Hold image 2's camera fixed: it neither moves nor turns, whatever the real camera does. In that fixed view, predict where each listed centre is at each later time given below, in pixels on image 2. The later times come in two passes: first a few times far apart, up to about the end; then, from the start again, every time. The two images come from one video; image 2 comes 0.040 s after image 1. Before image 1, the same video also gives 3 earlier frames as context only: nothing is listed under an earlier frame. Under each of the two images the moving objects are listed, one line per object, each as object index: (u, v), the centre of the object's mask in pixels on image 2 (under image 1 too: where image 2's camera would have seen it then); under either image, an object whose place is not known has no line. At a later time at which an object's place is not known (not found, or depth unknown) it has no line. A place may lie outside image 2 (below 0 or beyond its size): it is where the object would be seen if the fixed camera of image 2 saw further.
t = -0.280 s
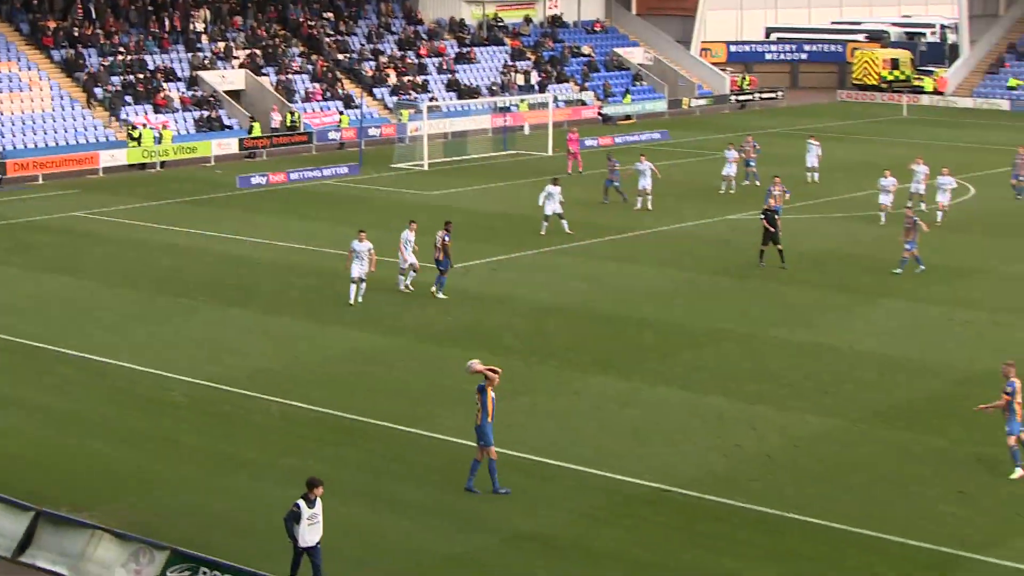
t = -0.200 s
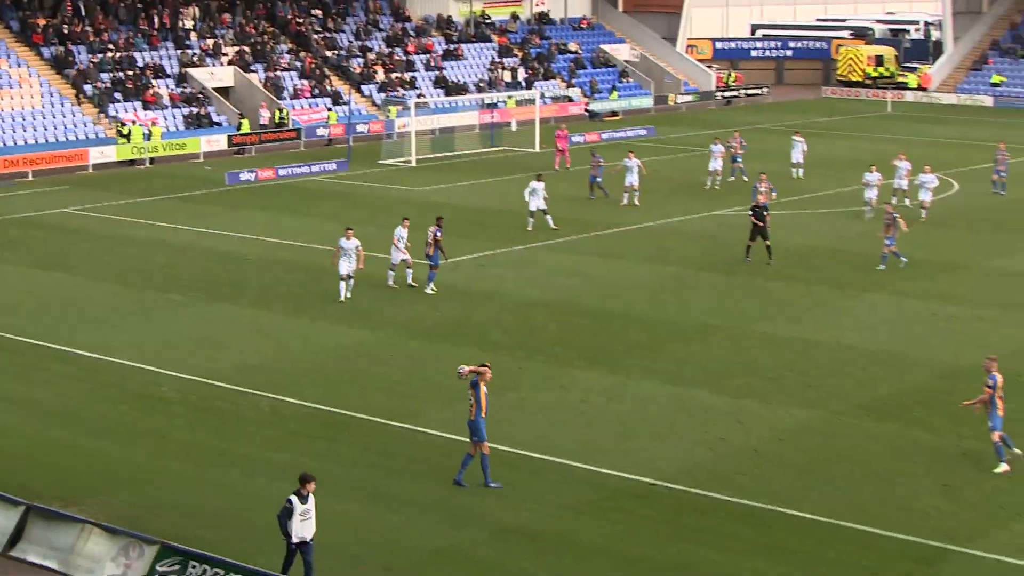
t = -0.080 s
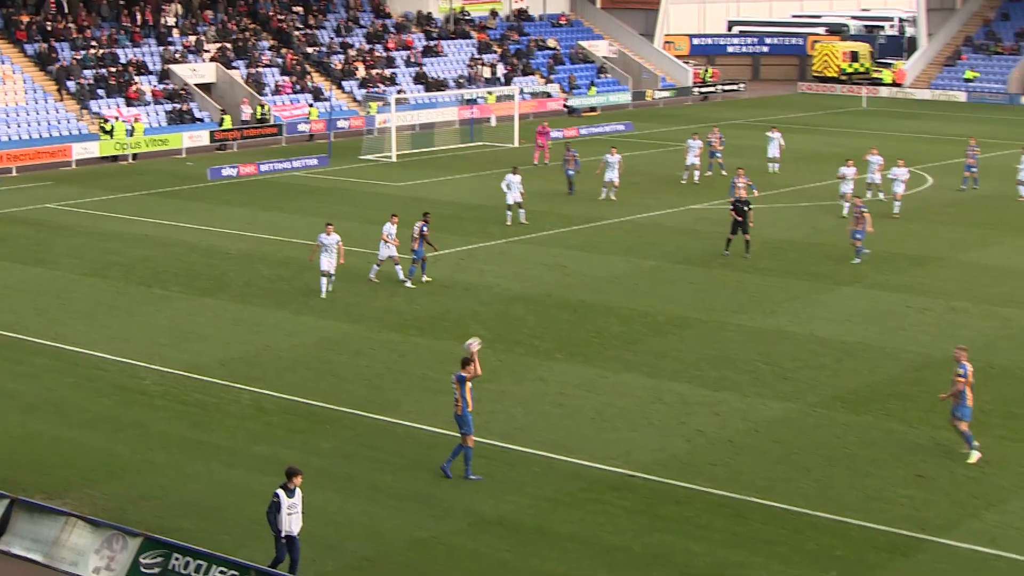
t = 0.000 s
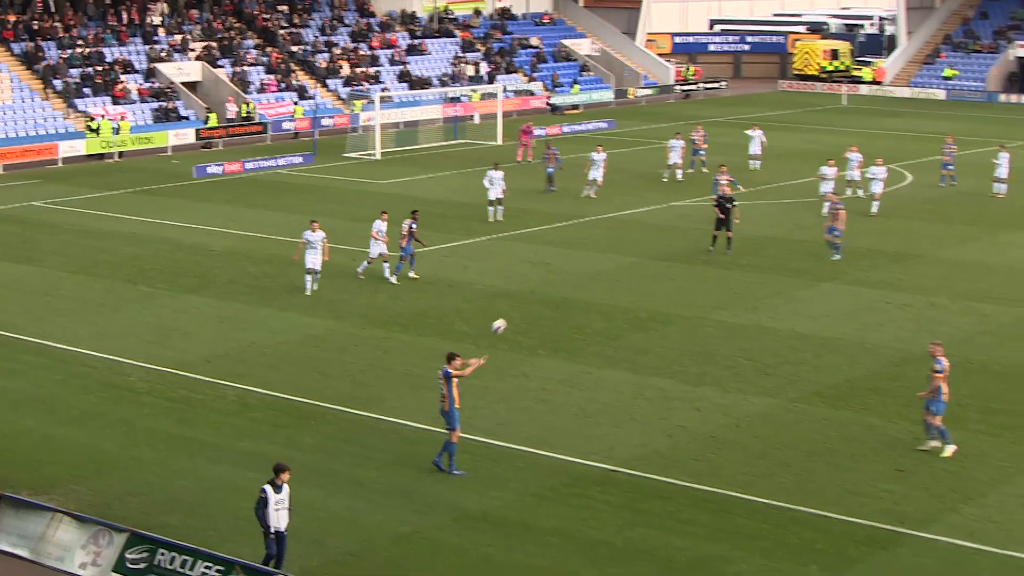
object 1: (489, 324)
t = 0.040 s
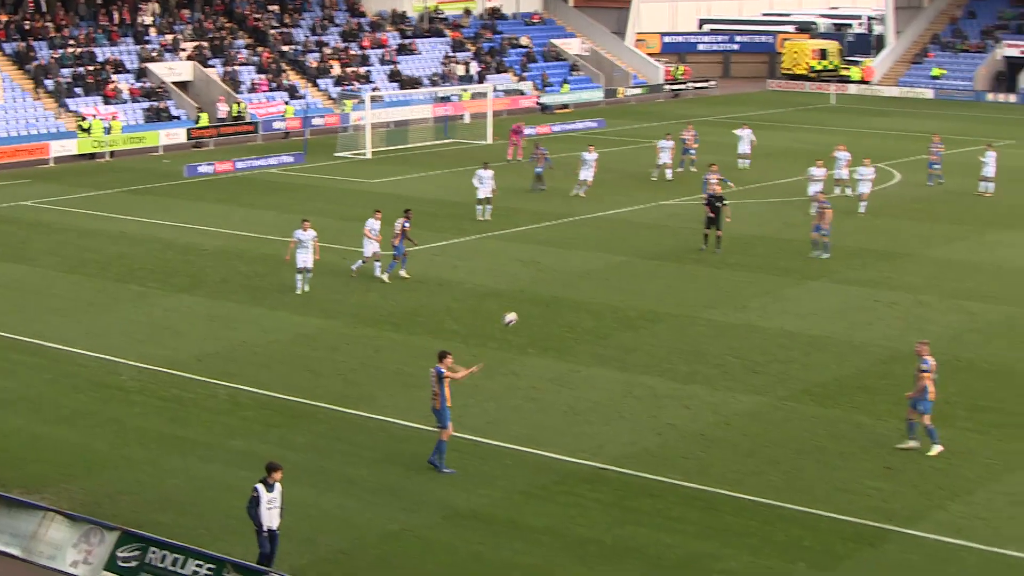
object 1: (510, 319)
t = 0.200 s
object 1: (591, 305)
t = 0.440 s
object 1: (709, 315)
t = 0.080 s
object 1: (530, 314)
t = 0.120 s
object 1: (551, 310)
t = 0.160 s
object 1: (571, 307)
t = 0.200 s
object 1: (591, 305)
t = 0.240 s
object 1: (611, 305)
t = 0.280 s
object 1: (631, 305)
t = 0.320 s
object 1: (650, 306)
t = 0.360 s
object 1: (670, 308)
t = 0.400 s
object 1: (689, 311)
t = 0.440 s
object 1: (709, 315)
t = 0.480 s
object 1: (728, 320)
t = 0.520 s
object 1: (747, 326)
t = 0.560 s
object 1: (767, 332)
